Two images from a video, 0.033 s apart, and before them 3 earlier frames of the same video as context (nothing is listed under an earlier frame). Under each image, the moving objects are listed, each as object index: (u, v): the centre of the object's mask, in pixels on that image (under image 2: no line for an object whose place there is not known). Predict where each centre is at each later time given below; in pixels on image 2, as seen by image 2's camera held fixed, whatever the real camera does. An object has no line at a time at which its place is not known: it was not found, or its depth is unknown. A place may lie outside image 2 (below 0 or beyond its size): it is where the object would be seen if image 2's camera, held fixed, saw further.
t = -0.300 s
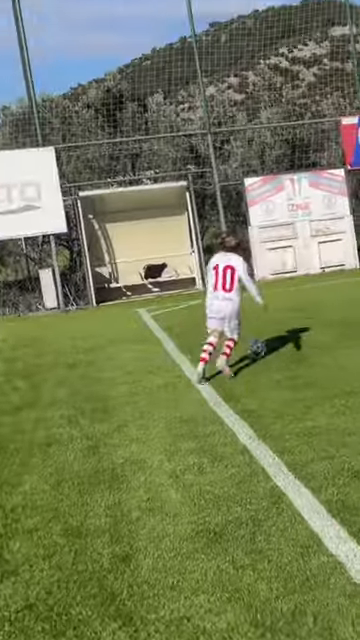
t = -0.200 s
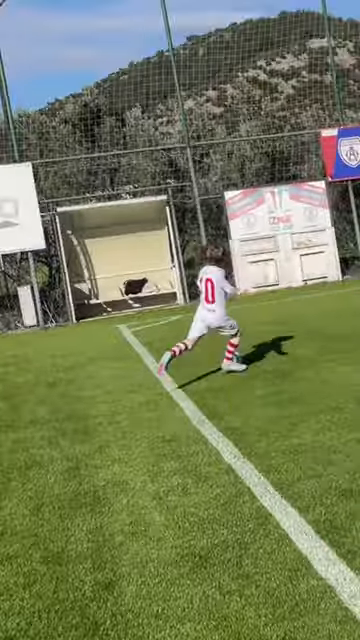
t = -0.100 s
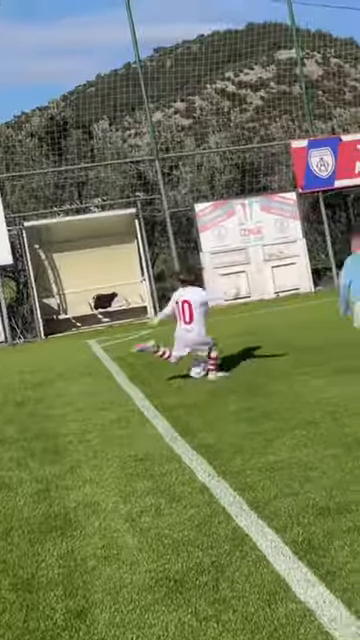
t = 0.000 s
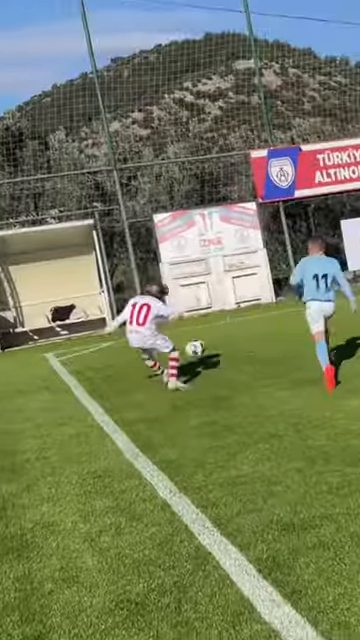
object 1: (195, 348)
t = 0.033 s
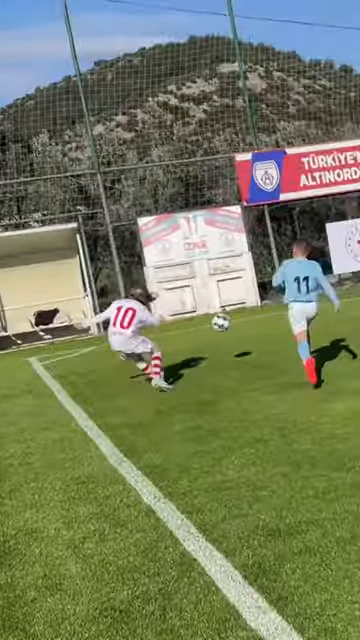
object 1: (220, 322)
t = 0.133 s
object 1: (331, 244)
